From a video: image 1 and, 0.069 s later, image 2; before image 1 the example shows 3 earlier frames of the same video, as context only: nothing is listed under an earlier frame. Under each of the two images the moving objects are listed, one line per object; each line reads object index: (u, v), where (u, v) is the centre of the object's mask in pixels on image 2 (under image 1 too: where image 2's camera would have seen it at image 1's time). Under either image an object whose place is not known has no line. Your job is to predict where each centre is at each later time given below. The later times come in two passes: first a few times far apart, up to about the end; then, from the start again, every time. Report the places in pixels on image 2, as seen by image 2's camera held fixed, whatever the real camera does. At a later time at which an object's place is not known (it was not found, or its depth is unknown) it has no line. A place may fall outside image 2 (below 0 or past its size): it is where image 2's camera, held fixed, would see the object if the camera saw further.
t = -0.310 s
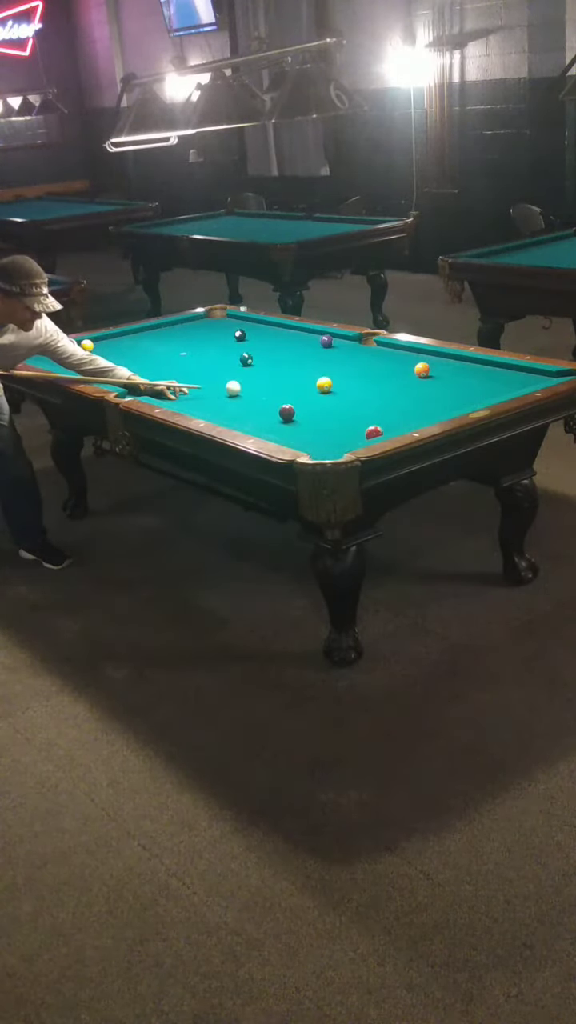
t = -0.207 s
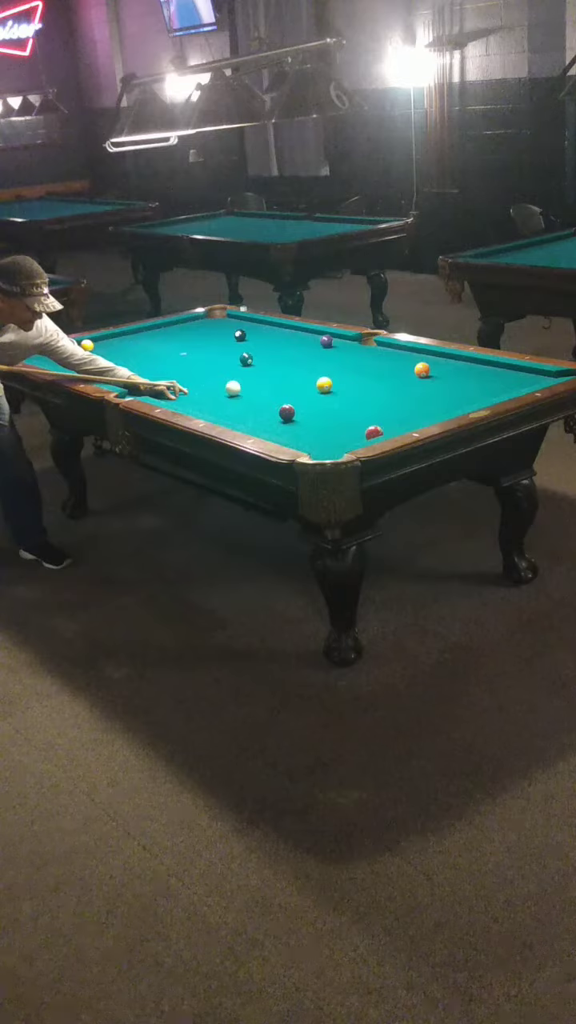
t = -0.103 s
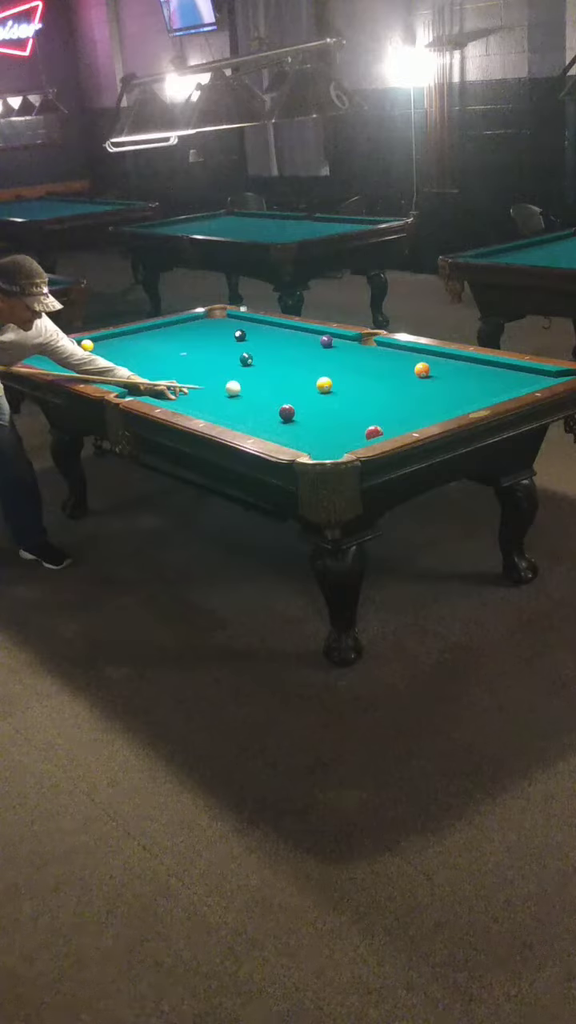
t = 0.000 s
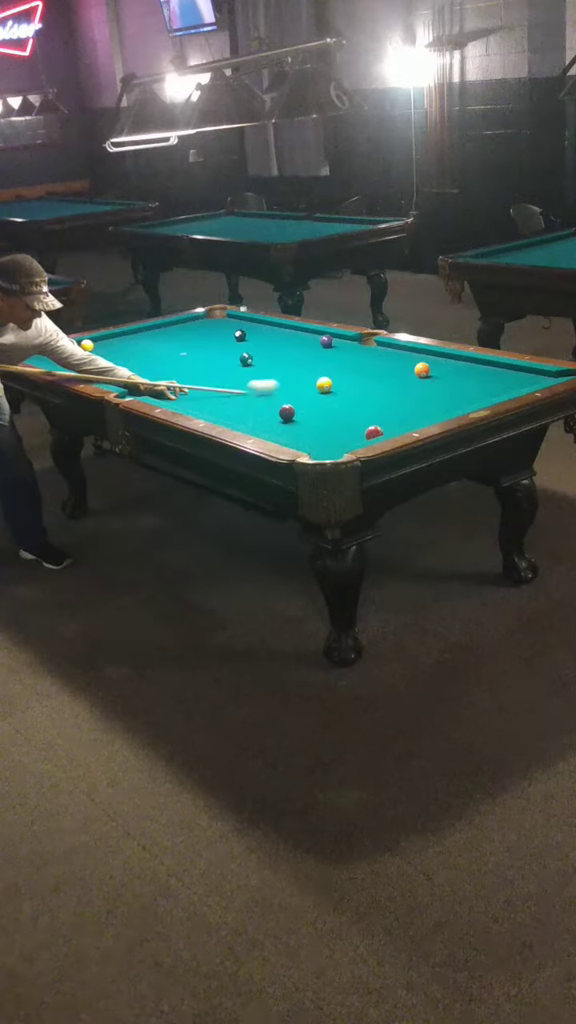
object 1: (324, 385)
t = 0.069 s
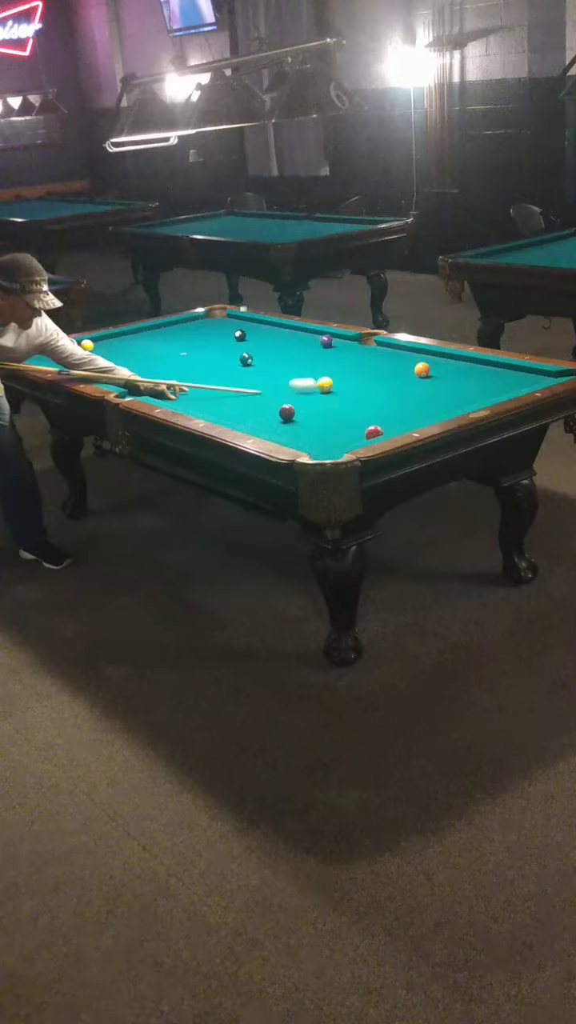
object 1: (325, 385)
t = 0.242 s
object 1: (405, 381)
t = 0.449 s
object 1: (493, 379)
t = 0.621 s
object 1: (564, 373)
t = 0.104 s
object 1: (337, 382)
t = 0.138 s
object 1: (355, 382)
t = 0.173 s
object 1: (372, 382)
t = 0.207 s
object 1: (389, 382)
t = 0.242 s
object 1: (405, 381)
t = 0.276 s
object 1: (420, 381)
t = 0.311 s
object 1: (435, 381)
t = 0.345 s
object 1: (449, 380)
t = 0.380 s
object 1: (463, 380)
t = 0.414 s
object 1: (478, 379)
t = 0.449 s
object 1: (493, 379)
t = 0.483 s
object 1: (507, 378)
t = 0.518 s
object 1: (522, 378)
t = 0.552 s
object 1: (536, 376)
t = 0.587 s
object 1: (551, 375)
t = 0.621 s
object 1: (564, 373)
